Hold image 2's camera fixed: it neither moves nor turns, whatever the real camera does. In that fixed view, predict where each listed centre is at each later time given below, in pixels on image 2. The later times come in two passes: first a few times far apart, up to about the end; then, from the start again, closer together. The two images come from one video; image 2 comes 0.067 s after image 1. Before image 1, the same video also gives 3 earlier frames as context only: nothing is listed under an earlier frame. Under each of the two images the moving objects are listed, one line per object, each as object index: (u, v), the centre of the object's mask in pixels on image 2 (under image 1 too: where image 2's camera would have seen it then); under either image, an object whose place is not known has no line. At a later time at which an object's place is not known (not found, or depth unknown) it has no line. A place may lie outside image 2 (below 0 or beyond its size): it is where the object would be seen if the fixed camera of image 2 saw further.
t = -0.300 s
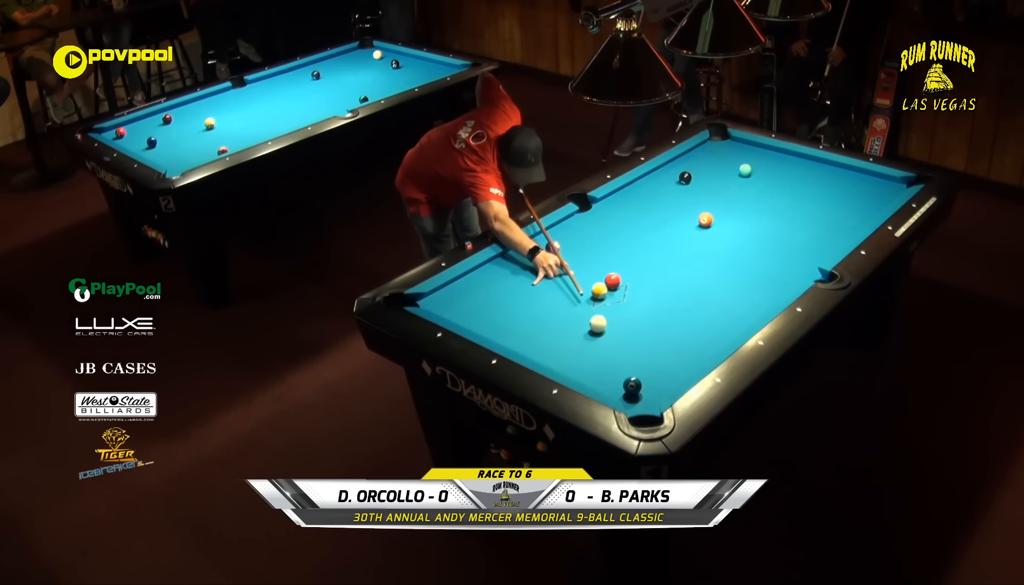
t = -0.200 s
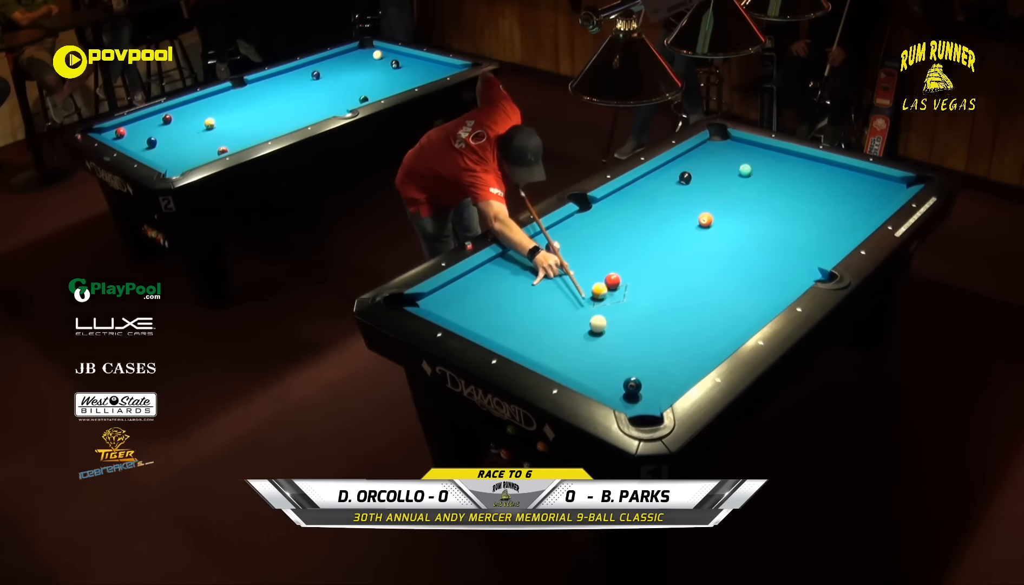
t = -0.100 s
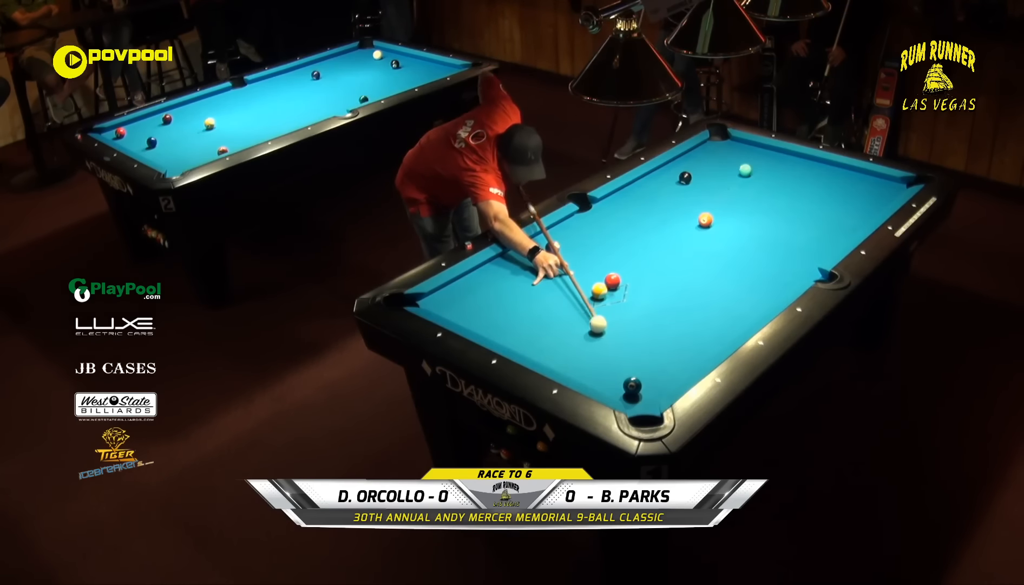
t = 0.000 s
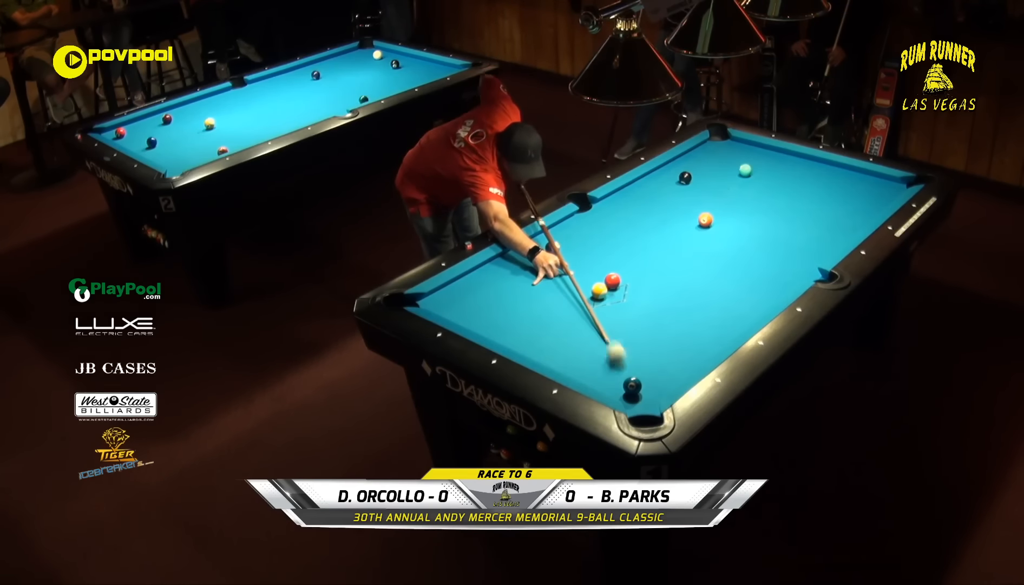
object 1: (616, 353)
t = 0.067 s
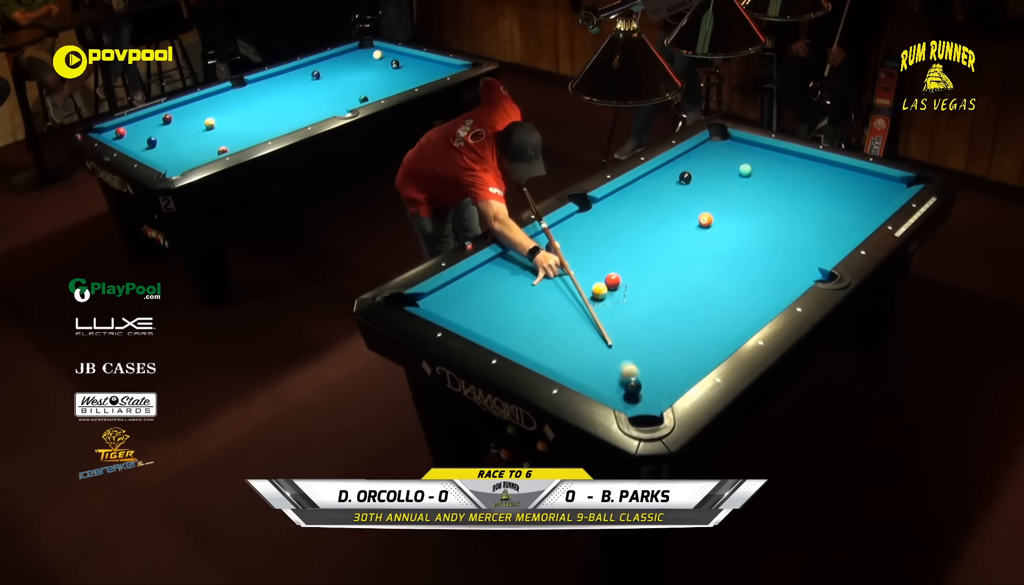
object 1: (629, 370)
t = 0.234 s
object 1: (648, 373)
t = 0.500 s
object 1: (674, 372)
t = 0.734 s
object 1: (683, 364)
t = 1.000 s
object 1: (686, 352)
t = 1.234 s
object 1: (688, 343)
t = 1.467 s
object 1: (690, 335)
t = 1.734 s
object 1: (692, 327)
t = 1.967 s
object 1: (694, 321)
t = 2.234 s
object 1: (696, 315)
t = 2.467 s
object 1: (697, 311)
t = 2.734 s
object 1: (699, 307)
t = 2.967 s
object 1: (700, 304)
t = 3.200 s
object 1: (701, 303)
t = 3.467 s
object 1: (701, 302)
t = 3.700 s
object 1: (701, 302)
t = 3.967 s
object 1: (701, 302)
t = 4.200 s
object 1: (701, 302)
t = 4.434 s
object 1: (701, 302)
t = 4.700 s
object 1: (701, 302)
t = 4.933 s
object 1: (701, 302)
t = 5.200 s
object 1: (704, 303)
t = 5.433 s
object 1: (700, 298)
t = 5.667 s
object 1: (701, 302)
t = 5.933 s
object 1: (701, 302)
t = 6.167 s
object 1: (701, 302)
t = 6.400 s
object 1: (701, 302)
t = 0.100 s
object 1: (634, 373)
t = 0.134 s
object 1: (637, 374)
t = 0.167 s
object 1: (641, 373)
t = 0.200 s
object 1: (644, 373)
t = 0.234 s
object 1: (648, 373)
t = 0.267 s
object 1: (651, 373)
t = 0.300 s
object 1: (655, 373)
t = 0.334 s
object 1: (658, 373)
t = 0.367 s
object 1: (661, 372)
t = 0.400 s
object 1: (665, 372)
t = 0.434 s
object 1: (668, 372)
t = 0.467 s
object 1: (671, 372)
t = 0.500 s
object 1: (674, 372)
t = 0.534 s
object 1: (677, 371)
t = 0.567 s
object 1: (679, 371)
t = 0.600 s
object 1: (681, 370)
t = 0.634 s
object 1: (682, 368)
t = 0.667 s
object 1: (682, 367)
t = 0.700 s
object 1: (683, 366)
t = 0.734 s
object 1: (683, 364)
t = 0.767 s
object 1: (684, 363)
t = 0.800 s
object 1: (684, 361)
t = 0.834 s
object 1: (685, 360)
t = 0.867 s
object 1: (685, 358)
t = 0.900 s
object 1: (685, 357)
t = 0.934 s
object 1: (686, 355)
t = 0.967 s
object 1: (686, 353)
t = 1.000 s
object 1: (686, 352)
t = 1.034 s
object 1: (687, 351)
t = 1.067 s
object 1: (687, 349)
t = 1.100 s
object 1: (687, 348)
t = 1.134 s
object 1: (687, 347)
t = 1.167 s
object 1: (688, 345)
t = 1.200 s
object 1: (688, 344)
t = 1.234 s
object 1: (688, 343)
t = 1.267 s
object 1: (689, 342)
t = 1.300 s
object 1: (689, 341)
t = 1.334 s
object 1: (689, 339)
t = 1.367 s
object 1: (690, 338)
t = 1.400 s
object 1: (690, 337)
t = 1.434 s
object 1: (690, 336)
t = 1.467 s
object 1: (690, 335)
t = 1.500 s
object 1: (691, 334)
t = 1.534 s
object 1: (691, 333)
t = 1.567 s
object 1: (691, 331)
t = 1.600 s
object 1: (691, 331)
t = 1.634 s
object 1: (692, 329)
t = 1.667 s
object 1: (692, 329)
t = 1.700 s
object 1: (692, 327)
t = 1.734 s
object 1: (692, 327)
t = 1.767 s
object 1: (692, 326)
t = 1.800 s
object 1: (693, 325)
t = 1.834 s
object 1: (693, 324)
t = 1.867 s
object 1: (693, 323)
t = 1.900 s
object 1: (693, 322)
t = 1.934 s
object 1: (694, 321)
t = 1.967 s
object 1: (694, 321)
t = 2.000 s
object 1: (694, 320)
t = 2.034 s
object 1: (694, 319)
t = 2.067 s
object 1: (694, 319)
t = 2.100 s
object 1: (695, 318)
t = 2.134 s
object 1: (695, 317)
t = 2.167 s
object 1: (695, 316)
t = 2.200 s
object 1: (695, 316)
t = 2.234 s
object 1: (696, 315)
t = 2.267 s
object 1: (696, 314)
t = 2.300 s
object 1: (696, 314)
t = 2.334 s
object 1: (696, 313)
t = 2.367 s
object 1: (696, 313)
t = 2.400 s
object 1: (697, 312)
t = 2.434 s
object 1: (697, 311)
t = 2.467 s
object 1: (697, 311)
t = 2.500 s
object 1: (697, 311)
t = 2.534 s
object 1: (698, 310)
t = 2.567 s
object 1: (698, 309)
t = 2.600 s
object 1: (698, 309)
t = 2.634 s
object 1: (698, 309)
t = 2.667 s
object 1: (698, 308)
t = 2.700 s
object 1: (698, 308)
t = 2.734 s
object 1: (699, 307)
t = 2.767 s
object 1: (699, 307)
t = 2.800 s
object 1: (699, 306)
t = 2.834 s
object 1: (699, 306)
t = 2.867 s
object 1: (699, 306)
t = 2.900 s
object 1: (700, 305)
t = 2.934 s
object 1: (700, 305)
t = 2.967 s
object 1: (700, 304)
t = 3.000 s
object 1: (700, 304)
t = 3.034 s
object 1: (700, 304)
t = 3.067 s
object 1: (700, 304)
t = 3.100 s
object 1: (700, 303)
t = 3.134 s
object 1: (701, 303)
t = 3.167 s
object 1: (701, 303)
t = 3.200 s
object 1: (701, 303)
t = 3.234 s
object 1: (701, 303)
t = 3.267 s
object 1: (701, 302)
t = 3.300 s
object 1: (701, 302)
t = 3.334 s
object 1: (701, 302)
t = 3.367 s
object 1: (701, 302)
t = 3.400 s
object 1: (701, 302)
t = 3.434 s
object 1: (701, 302)
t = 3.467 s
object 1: (701, 302)
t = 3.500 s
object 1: (702, 302)
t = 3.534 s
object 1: (701, 302)
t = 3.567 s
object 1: (701, 302)
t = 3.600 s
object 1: (702, 302)
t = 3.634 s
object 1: (702, 302)
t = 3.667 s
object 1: (702, 301)
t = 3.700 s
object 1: (701, 302)
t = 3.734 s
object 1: (701, 301)
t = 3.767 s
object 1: (701, 302)
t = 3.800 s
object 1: (701, 302)
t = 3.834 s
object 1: (701, 302)
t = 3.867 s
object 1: (701, 302)
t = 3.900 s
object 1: (701, 302)
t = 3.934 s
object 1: (701, 302)
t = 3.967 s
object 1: (701, 302)
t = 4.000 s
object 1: (701, 302)
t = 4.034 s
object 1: (701, 302)
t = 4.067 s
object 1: (701, 302)
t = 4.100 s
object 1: (701, 302)
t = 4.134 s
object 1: (701, 302)
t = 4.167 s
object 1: (701, 302)
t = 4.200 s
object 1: (701, 302)
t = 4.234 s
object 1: (701, 302)
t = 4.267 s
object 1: (701, 302)
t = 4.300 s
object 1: (701, 302)
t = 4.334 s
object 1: (701, 302)
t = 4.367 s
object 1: (701, 302)
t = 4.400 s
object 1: (701, 302)
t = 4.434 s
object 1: (701, 302)
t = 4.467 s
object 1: (701, 302)
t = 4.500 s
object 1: (701, 302)
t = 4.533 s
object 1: (701, 302)
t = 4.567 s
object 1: (701, 302)
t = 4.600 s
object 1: (701, 302)
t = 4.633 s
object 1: (701, 302)
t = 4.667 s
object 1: (701, 302)
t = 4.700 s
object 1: (701, 302)
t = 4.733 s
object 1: (701, 302)
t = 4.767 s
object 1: (701, 302)
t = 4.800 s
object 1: (701, 302)
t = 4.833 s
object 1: (701, 302)
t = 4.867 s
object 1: (701, 302)
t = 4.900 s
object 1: (701, 302)
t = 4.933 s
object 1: (701, 302)
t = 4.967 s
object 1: (701, 302)
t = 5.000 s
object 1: (701, 302)
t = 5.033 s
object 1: (701, 302)
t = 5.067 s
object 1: (701, 302)
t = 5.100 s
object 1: (701, 302)
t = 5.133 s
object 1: (701, 302)
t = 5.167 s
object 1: (701, 302)
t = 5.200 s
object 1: (704, 303)
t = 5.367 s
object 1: (699, 298)
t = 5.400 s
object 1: (701, 298)
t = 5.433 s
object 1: (700, 298)
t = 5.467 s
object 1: (700, 299)
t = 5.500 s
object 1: (700, 301)
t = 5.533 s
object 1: (701, 302)
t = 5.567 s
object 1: (701, 302)
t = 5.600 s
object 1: (701, 302)
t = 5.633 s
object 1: (701, 302)
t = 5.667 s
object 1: (701, 302)
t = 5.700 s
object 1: (701, 302)
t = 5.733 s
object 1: (701, 302)
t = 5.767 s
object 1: (701, 302)
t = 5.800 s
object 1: (701, 302)
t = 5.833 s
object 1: (701, 302)
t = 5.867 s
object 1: (701, 302)
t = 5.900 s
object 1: (701, 302)
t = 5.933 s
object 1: (701, 302)
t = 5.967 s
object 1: (701, 302)
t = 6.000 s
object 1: (701, 302)
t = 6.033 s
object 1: (701, 302)
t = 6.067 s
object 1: (701, 302)
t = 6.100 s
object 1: (701, 302)
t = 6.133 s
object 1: (701, 302)
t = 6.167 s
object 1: (701, 302)
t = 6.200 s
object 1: (701, 302)
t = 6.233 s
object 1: (701, 302)
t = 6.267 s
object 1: (701, 302)
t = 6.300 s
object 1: (701, 302)
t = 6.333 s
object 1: (701, 302)
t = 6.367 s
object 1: (701, 302)
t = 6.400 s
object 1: (701, 302)
